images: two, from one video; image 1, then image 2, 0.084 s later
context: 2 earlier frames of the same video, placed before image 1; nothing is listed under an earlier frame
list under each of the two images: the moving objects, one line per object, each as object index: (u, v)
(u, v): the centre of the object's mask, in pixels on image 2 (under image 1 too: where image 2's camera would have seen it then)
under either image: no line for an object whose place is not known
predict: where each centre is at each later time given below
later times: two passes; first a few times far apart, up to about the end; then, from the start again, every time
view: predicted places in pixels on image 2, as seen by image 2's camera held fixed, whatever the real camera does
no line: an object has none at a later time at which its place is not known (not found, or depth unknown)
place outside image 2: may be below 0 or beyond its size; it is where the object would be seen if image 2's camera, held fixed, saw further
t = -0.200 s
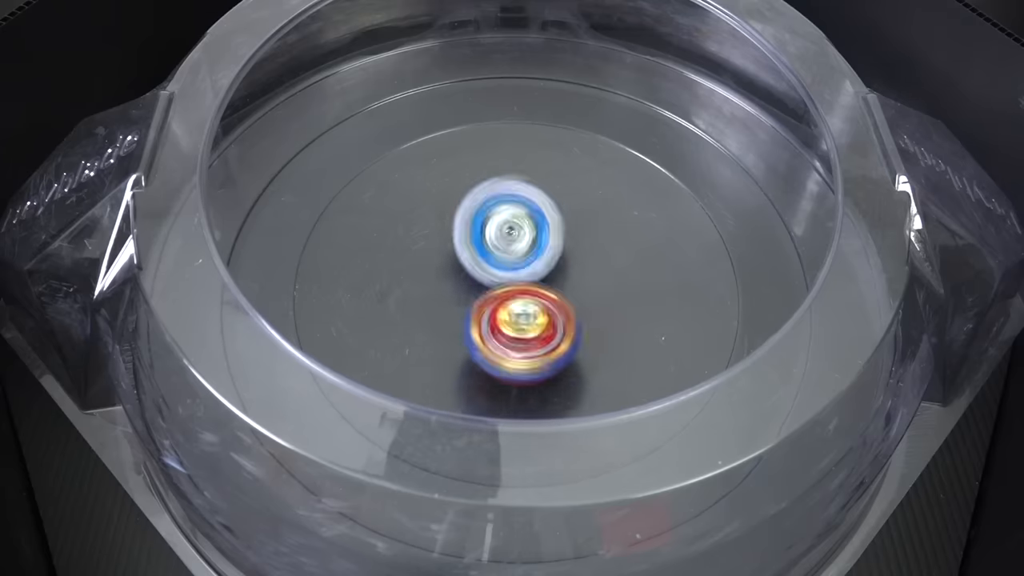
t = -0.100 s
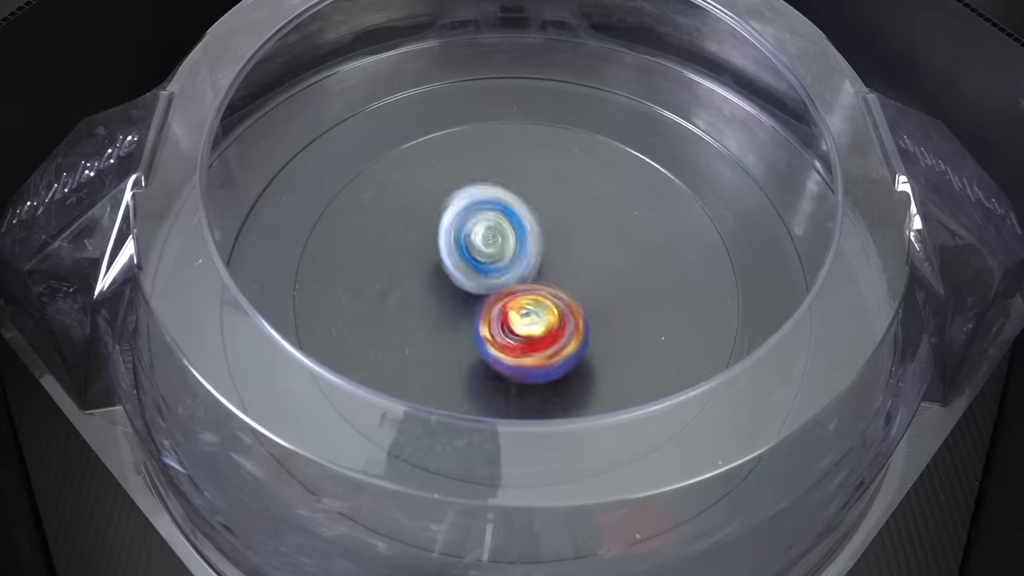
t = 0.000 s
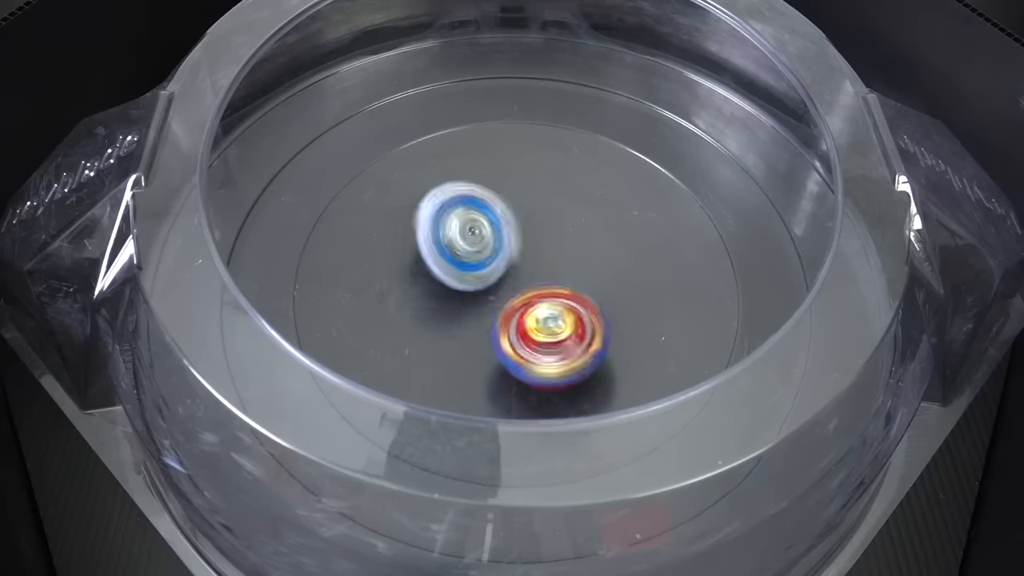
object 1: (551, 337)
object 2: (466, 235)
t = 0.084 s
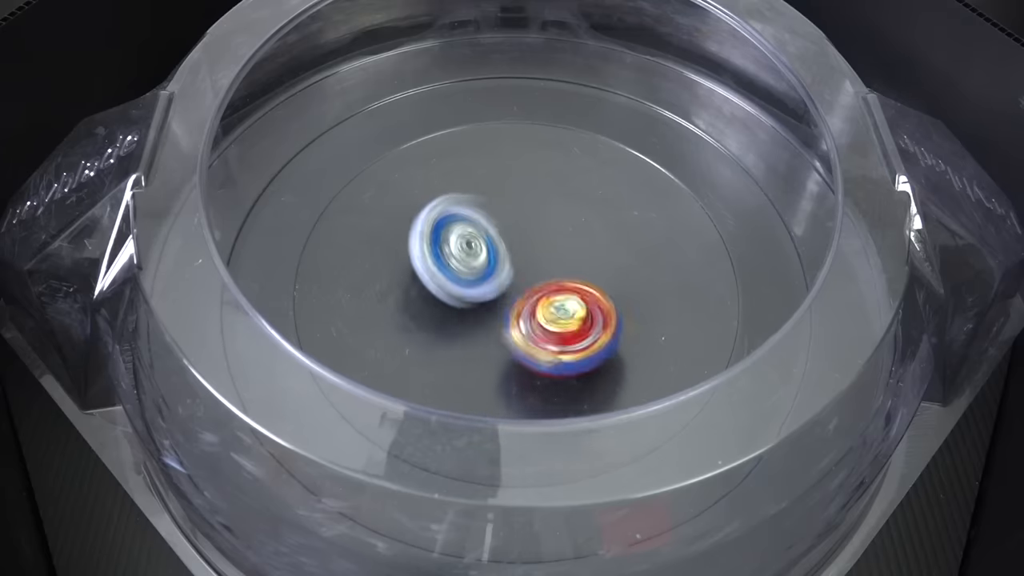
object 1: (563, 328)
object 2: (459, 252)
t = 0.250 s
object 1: (593, 306)
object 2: (431, 279)
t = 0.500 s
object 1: (572, 268)
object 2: (487, 326)
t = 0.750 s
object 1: (526, 249)
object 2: (571, 332)
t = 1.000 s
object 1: (482, 265)
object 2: (599, 297)
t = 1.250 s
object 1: (454, 304)
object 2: (571, 252)
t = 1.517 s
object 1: (476, 330)
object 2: (479, 232)
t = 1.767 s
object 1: (542, 335)
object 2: (435, 270)
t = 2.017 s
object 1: (589, 317)
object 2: (454, 322)
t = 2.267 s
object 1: (605, 283)
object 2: (490, 292)
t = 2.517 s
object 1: (584, 254)
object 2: (476, 270)
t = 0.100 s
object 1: (563, 326)
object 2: (462, 255)
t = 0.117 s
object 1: (560, 323)
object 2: (461, 260)
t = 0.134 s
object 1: (558, 317)
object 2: (463, 263)
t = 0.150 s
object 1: (560, 313)
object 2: (461, 267)
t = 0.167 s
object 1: (561, 312)
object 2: (463, 271)
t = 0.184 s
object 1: (568, 312)
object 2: (456, 275)
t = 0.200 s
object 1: (576, 310)
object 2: (448, 275)
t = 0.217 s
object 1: (583, 308)
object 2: (439, 276)
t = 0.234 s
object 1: (590, 306)
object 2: (437, 280)
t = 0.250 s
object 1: (593, 306)
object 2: (431, 279)
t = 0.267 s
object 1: (594, 305)
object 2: (434, 285)
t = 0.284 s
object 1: (595, 301)
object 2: (430, 285)
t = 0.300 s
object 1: (597, 296)
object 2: (435, 292)
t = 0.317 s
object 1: (600, 294)
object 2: (435, 292)
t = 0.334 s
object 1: (599, 294)
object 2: (440, 297)
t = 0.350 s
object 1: (596, 292)
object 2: (441, 298)
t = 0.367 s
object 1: (594, 287)
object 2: (446, 302)
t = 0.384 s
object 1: (593, 283)
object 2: (450, 305)
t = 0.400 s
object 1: (592, 281)
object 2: (453, 307)
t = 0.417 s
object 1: (588, 280)
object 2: (461, 311)
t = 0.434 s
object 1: (584, 278)
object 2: (463, 312)
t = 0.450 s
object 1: (578, 274)
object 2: (473, 316)
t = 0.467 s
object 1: (575, 272)
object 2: (477, 317)
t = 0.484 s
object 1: (573, 271)
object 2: (486, 323)
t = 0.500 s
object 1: (572, 268)
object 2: (487, 326)
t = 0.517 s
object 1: (571, 264)
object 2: (491, 331)
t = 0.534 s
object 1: (570, 260)
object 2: (497, 334)
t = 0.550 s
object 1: (568, 256)
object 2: (501, 336)
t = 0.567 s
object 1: (567, 255)
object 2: (509, 338)
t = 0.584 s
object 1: (563, 255)
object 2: (511, 339)
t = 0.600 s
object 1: (559, 255)
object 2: (520, 340)
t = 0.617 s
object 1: (554, 253)
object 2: (524, 340)
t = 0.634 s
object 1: (550, 251)
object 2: (532, 339)
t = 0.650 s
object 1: (548, 250)
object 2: (538, 340)
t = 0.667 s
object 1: (545, 251)
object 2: (542, 339)
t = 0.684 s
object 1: (540, 251)
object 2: (552, 338)
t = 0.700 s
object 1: (535, 250)
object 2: (554, 337)
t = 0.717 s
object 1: (531, 249)
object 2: (562, 335)
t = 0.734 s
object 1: (529, 248)
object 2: (568, 333)
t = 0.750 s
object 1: (526, 249)
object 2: (571, 332)
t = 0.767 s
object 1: (522, 250)
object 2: (580, 329)
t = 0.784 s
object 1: (517, 251)
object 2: (580, 328)
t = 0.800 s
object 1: (512, 250)
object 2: (587, 324)
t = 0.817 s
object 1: (510, 250)
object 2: (591, 322)
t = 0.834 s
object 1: (509, 251)
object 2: (591, 321)
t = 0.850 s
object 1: (505, 253)
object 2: (598, 316)
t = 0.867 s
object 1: (502, 255)
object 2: (597, 315)
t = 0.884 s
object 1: (497, 255)
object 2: (600, 313)
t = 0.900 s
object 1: (494, 255)
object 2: (602, 309)
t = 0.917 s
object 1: (493, 256)
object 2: (599, 309)
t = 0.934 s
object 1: (492, 258)
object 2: (604, 305)
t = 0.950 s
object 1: (488, 261)
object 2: (602, 303)
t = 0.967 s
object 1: (486, 263)
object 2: (601, 302)
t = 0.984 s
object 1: (482, 263)
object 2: (603, 296)
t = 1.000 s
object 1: (482, 265)
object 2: (599, 297)
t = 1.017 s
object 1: (482, 268)
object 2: (599, 296)
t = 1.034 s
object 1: (479, 272)
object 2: (598, 290)
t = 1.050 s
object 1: (478, 275)
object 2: (594, 291)
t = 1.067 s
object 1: (477, 276)
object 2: (595, 287)
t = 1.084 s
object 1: (475, 278)
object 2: (590, 283)
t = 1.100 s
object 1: (478, 280)
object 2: (588, 284)
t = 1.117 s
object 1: (479, 285)
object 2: (588, 279)
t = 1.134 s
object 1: (478, 289)
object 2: (580, 277)
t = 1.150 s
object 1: (473, 293)
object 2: (581, 276)
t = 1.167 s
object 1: (465, 295)
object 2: (585, 268)
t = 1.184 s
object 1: (460, 296)
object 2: (582, 263)
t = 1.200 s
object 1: (458, 299)
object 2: (582, 262)
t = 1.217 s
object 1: (456, 302)
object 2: (581, 257)
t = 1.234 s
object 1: (456, 304)
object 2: (576, 252)
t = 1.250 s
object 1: (454, 304)
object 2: (571, 252)
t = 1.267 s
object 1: (454, 304)
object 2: (569, 249)
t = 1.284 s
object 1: (456, 304)
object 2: (563, 246)
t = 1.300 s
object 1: (460, 305)
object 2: (556, 246)
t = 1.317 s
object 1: (460, 308)
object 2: (553, 245)
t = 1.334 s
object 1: (462, 309)
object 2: (546, 242)
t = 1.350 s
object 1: (461, 310)
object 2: (538, 241)
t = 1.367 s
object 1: (462, 311)
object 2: (534, 241)
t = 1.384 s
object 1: (464, 311)
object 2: (527, 238)
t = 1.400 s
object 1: (466, 312)
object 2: (519, 236)
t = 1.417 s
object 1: (467, 316)
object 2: (512, 236)
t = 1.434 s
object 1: (467, 319)
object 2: (507, 234)
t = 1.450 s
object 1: (465, 323)
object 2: (500, 233)
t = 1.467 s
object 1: (466, 324)
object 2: (494, 231)
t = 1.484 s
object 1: (467, 326)
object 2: (490, 231)
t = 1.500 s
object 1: (471, 328)
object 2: (484, 231)
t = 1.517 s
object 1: (476, 330)
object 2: (479, 232)
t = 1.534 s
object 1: (476, 333)
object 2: (476, 233)
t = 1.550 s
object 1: (479, 334)
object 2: (471, 234)
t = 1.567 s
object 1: (481, 333)
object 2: (467, 237)
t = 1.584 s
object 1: (484, 332)
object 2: (466, 239)
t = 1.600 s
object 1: (491, 331)
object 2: (461, 238)
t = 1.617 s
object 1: (497, 331)
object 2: (456, 242)
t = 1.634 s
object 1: (500, 332)
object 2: (455, 247)
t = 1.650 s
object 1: (502, 332)
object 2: (455, 250)
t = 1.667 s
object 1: (505, 332)
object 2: (451, 251)
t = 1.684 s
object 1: (511, 332)
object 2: (446, 256)
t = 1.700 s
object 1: (519, 334)
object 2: (444, 260)
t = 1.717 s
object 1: (528, 334)
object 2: (444, 262)
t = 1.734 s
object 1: (534, 334)
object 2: (440, 261)
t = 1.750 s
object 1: (539, 335)
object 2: (435, 264)
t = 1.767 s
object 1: (542, 335)
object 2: (435, 270)
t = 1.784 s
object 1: (545, 335)
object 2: (436, 275)
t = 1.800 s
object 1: (547, 334)
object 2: (436, 277)
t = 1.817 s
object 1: (549, 332)
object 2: (434, 278)
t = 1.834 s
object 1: (553, 330)
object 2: (433, 283)
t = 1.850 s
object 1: (557, 328)
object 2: (437, 291)
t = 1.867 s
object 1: (558, 328)
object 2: (442, 296)
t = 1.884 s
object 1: (560, 326)
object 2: (441, 297)
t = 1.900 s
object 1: (561, 325)
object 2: (442, 301)
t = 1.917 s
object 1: (562, 322)
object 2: (443, 306)
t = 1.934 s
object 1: (563, 319)
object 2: (448, 313)
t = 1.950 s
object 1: (566, 317)
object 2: (454, 317)
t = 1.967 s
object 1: (569, 316)
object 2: (457, 318)
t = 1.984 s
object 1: (572, 316)
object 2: (456, 320)
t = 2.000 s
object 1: (582, 317)
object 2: (453, 321)
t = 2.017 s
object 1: (589, 317)
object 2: (454, 322)
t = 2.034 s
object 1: (596, 316)
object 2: (456, 322)
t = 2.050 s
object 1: (602, 314)
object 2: (454, 321)
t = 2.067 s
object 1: (605, 312)
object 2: (452, 321)
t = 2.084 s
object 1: (608, 310)
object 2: (451, 321)
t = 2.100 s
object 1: (610, 306)
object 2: (452, 321)
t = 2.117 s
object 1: (611, 303)
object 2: (457, 318)
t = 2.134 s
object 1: (611, 300)
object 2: (463, 315)
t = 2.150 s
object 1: (611, 297)
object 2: (466, 312)
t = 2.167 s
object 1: (610, 294)
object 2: (467, 311)
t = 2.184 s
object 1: (610, 292)
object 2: (471, 311)
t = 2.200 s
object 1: (609, 291)
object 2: (476, 309)
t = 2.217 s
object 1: (607, 288)
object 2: (483, 304)
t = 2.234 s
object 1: (606, 287)
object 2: (490, 299)
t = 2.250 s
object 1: (604, 285)
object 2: (492, 295)
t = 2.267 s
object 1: (605, 283)
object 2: (490, 292)
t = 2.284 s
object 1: (605, 281)
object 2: (489, 290)
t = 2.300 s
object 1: (604, 279)
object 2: (491, 288)
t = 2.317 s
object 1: (602, 277)
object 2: (496, 285)
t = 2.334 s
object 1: (600, 274)
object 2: (498, 281)
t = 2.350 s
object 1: (601, 270)
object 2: (495, 279)
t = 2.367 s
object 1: (601, 267)
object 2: (492, 277)
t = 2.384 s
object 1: (599, 264)
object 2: (489, 276)
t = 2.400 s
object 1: (596, 262)
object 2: (488, 275)
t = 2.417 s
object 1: (592, 260)
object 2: (487, 276)
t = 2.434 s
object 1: (590, 258)
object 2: (485, 275)
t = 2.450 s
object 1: (588, 257)
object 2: (483, 275)
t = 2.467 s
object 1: (587, 255)
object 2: (481, 273)
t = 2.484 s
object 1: (586, 255)
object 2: (479, 272)
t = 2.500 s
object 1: (585, 254)
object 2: (478, 271)
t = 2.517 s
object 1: (584, 254)
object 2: (476, 270)
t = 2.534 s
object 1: (582, 254)
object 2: (475, 269)
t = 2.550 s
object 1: (580, 254)
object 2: (475, 268)
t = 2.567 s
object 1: (578, 255)
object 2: (474, 268)
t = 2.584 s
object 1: (577, 255)
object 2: (473, 267)
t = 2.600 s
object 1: (576, 255)
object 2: (472, 268)
